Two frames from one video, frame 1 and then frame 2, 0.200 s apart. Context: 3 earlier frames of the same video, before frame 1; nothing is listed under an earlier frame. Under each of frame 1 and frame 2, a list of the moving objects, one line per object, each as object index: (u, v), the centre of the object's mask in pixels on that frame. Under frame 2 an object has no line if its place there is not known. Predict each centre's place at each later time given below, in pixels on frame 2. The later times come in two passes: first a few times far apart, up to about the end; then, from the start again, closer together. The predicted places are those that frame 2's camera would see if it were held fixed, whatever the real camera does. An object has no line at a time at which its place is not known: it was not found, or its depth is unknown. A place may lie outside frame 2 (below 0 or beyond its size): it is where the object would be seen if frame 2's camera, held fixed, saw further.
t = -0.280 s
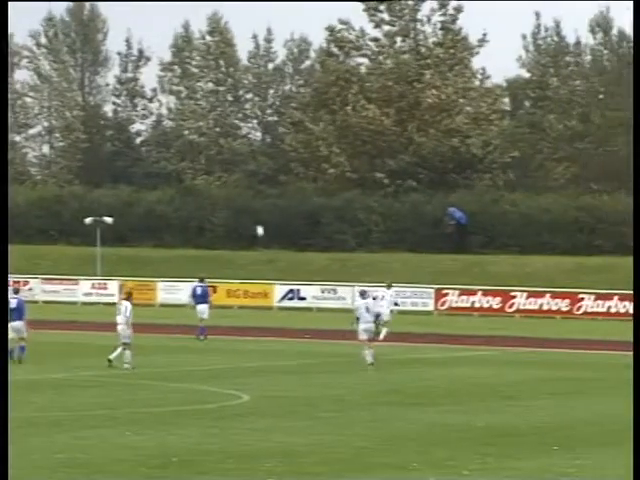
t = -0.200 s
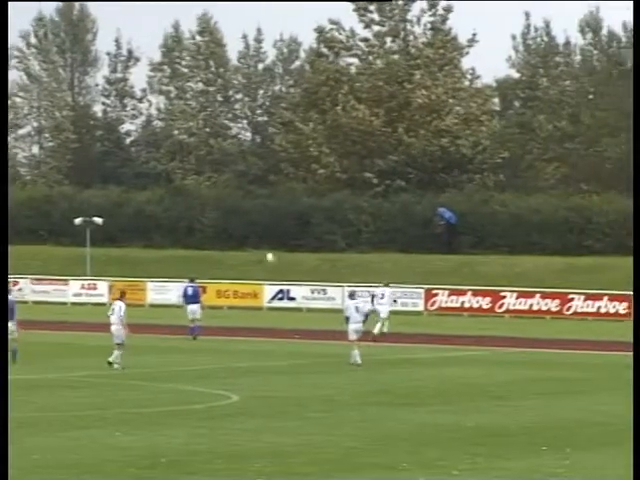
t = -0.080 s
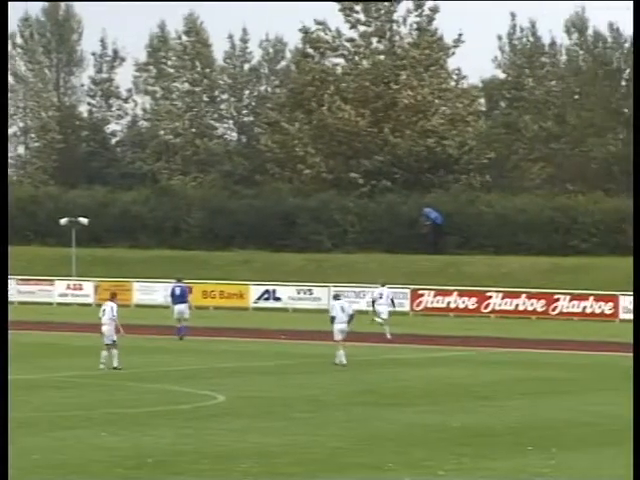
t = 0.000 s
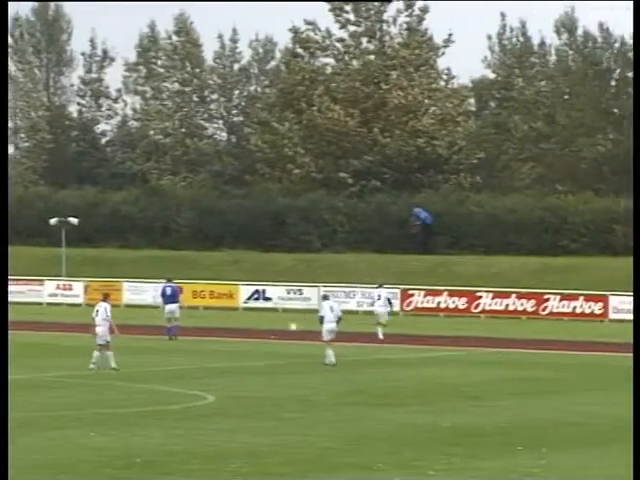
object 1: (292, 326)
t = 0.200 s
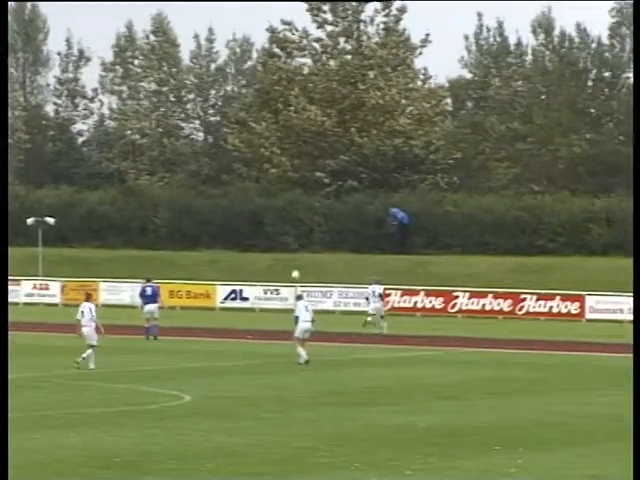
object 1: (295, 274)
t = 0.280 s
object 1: (305, 256)
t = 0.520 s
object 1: (333, 220)
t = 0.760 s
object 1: (360, 206)
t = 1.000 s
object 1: (384, 213)
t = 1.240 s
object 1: (405, 239)
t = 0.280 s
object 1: (305, 256)
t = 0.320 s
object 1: (309, 249)
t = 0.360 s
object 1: (314, 242)
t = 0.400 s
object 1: (319, 236)
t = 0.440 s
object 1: (324, 229)
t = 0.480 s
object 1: (328, 224)
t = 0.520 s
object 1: (333, 220)
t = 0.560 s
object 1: (338, 216)
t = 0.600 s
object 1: (342, 213)
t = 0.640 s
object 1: (347, 210)
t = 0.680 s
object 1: (351, 208)
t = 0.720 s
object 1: (356, 207)
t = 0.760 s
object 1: (360, 206)
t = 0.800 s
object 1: (364, 206)
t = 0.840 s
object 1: (369, 206)
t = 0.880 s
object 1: (372, 207)
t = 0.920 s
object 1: (376, 208)
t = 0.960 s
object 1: (380, 210)
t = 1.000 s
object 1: (384, 213)
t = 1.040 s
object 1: (388, 216)
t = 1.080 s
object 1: (391, 220)
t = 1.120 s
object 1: (395, 224)
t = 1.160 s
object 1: (399, 228)
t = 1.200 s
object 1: (402, 233)
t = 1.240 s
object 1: (405, 239)
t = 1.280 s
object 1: (409, 245)
